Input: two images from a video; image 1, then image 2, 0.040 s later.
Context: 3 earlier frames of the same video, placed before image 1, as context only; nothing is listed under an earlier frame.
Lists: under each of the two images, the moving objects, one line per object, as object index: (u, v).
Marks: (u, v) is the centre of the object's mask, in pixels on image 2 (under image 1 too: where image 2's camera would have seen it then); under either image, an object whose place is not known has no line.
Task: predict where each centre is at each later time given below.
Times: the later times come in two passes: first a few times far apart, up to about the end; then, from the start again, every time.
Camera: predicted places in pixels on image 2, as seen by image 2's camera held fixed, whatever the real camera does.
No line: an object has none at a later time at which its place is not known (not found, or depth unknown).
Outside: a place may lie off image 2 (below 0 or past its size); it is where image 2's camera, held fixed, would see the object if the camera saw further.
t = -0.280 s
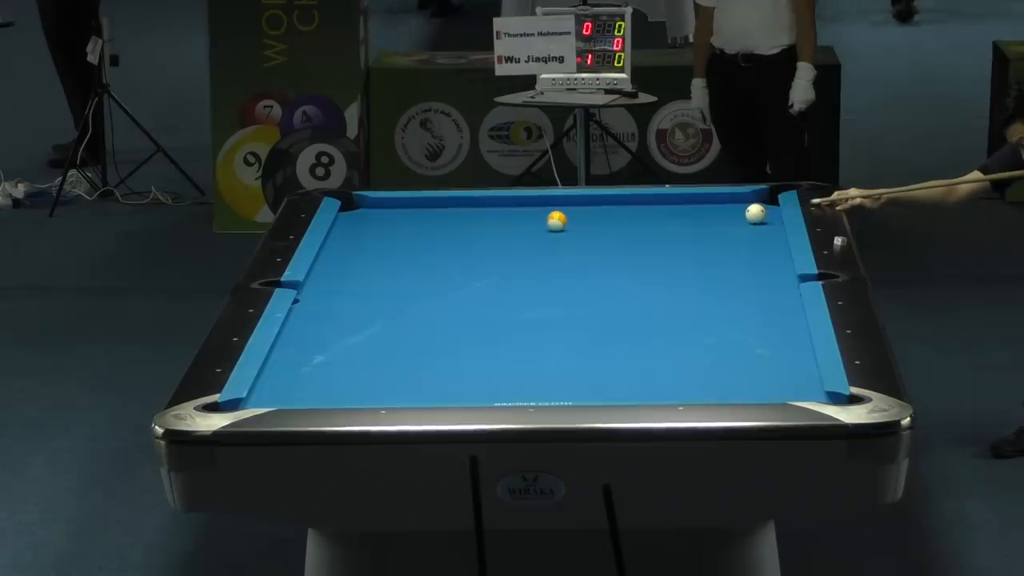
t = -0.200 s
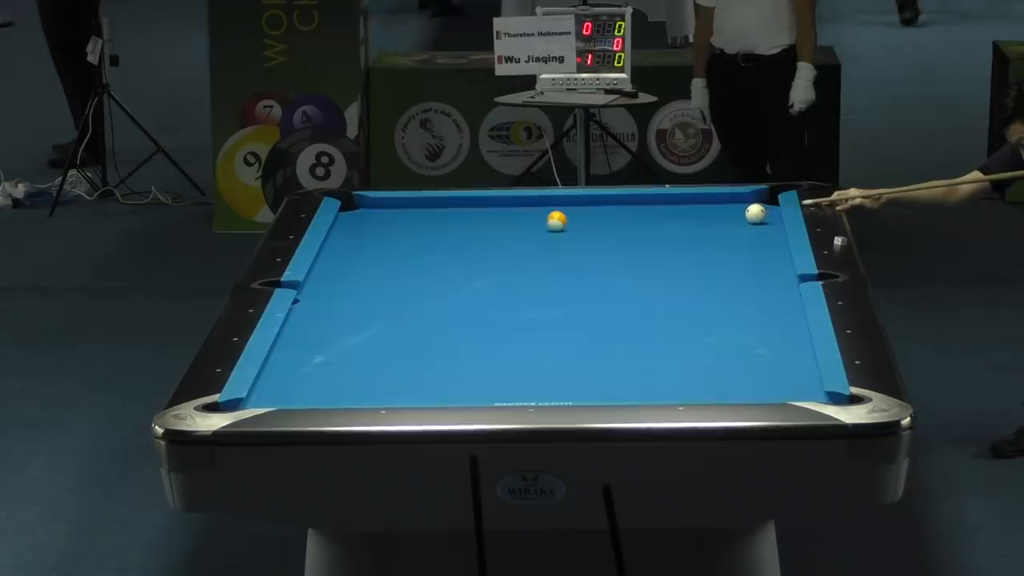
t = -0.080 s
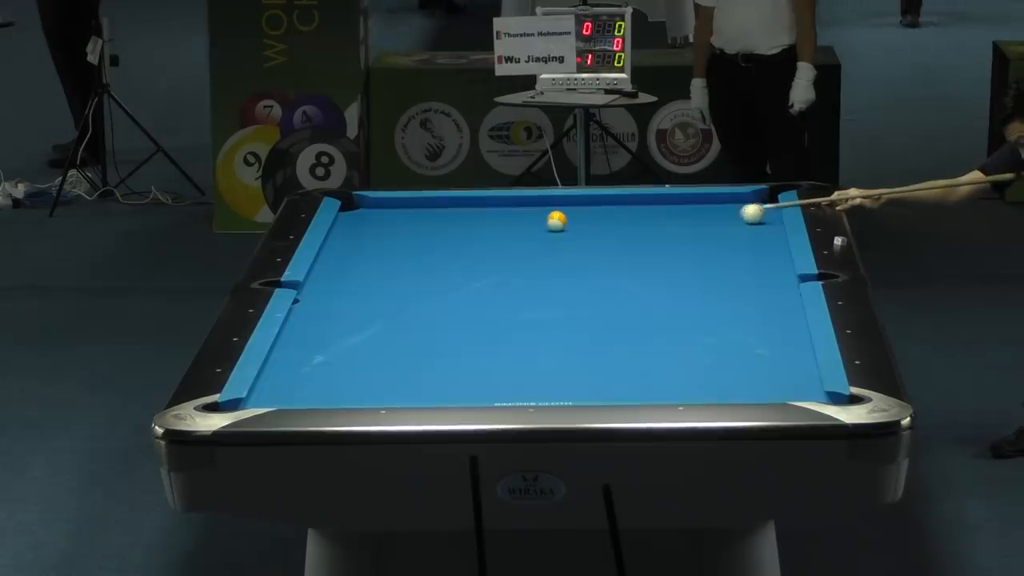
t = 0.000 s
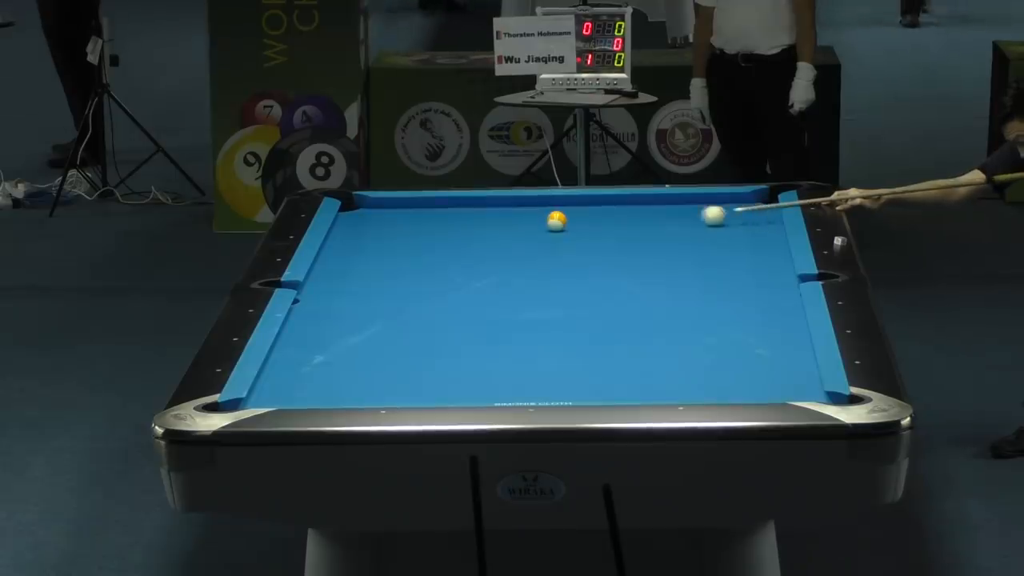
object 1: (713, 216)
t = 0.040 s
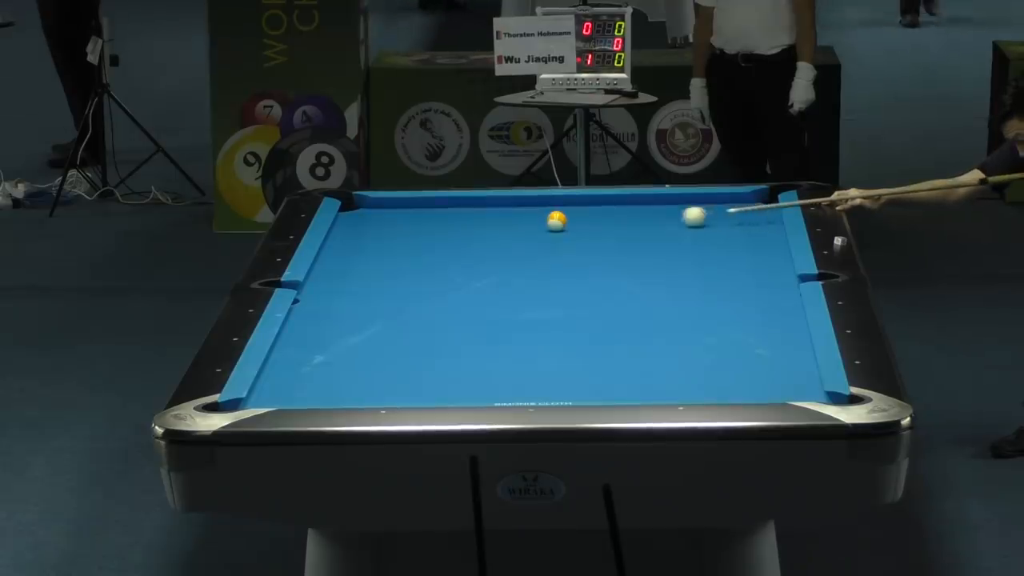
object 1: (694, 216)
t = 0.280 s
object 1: (579, 222)
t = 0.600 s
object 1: (499, 237)
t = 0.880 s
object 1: (428, 250)
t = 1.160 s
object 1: (356, 262)
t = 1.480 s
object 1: (342, 274)
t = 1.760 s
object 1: (374, 281)
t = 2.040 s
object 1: (404, 288)
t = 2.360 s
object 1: (438, 296)
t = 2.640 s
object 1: (466, 302)
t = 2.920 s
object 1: (494, 308)
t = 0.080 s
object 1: (675, 217)
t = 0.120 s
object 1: (656, 218)
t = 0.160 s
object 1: (637, 220)
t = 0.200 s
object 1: (617, 220)
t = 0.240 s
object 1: (598, 221)
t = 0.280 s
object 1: (579, 222)
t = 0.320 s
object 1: (568, 224)
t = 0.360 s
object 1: (559, 226)
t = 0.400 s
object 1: (550, 227)
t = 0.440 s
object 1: (540, 230)
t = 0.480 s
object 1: (530, 231)
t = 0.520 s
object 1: (520, 233)
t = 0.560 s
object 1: (510, 235)
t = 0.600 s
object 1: (499, 237)
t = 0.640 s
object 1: (489, 239)
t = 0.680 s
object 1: (479, 241)
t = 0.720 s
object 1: (469, 242)
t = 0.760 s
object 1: (459, 244)
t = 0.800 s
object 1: (448, 246)
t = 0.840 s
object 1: (438, 248)
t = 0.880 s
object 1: (428, 250)
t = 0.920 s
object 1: (417, 252)
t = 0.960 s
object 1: (407, 253)
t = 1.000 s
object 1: (396, 255)
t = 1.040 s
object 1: (386, 257)
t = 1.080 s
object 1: (376, 258)
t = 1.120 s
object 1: (366, 261)
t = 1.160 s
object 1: (356, 262)
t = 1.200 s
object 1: (345, 264)
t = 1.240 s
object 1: (335, 266)
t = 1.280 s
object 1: (324, 267)
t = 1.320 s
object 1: (323, 269)
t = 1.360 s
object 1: (328, 270)
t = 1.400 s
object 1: (332, 271)
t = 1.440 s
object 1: (337, 272)
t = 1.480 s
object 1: (342, 274)
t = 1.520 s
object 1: (346, 274)
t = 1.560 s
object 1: (351, 276)
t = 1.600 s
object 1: (356, 277)
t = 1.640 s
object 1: (360, 278)
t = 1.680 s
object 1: (364, 279)
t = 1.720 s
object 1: (369, 280)
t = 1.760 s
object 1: (374, 281)
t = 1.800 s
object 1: (378, 282)
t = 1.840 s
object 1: (383, 283)
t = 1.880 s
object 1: (387, 284)
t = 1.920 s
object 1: (391, 285)
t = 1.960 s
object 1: (396, 286)
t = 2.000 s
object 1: (400, 287)
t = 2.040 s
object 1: (404, 288)
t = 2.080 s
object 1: (409, 289)
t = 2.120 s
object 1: (413, 290)
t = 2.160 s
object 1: (417, 291)
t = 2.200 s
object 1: (422, 292)
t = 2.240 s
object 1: (426, 293)
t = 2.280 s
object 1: (430, 294)
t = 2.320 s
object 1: (434, 295)
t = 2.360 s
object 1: (438, 296)
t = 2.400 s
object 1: (442, 297)
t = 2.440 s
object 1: (447, 298)
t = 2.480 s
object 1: (450, 298)
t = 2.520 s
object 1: (455, 299)
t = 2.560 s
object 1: (459, 300)
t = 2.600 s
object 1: (462, 301)
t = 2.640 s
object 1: (466, 302)
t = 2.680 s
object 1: (470, 303)
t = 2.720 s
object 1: (474, 304)
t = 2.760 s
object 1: (478, 305)
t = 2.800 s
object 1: (482, 306)
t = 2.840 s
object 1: (486, 307)
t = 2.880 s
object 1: (490, 307)
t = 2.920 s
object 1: (494, 308)
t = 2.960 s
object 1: (497, 309)
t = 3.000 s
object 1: (501, 310)
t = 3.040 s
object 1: (505, 311)
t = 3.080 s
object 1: (508, 311)
